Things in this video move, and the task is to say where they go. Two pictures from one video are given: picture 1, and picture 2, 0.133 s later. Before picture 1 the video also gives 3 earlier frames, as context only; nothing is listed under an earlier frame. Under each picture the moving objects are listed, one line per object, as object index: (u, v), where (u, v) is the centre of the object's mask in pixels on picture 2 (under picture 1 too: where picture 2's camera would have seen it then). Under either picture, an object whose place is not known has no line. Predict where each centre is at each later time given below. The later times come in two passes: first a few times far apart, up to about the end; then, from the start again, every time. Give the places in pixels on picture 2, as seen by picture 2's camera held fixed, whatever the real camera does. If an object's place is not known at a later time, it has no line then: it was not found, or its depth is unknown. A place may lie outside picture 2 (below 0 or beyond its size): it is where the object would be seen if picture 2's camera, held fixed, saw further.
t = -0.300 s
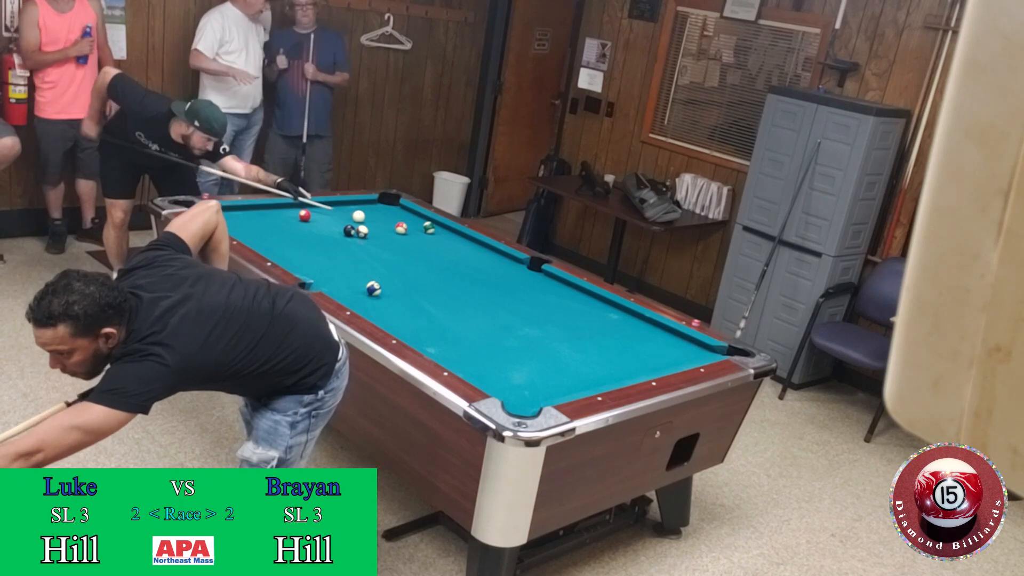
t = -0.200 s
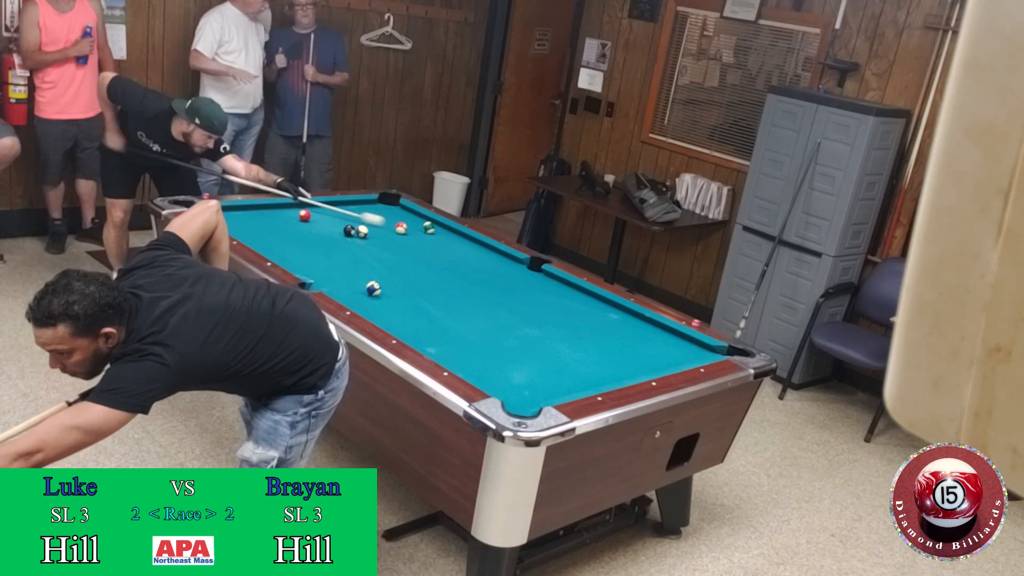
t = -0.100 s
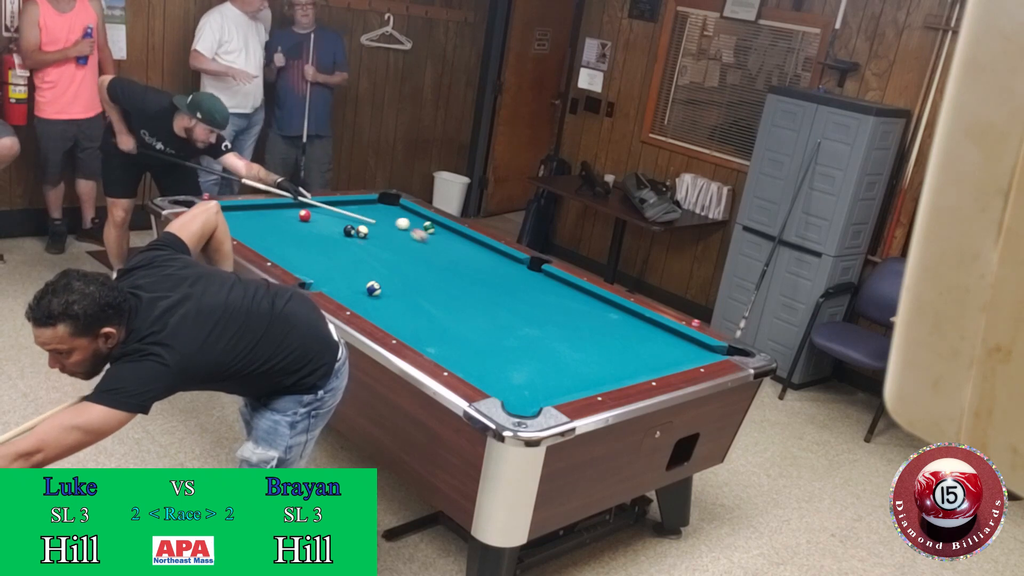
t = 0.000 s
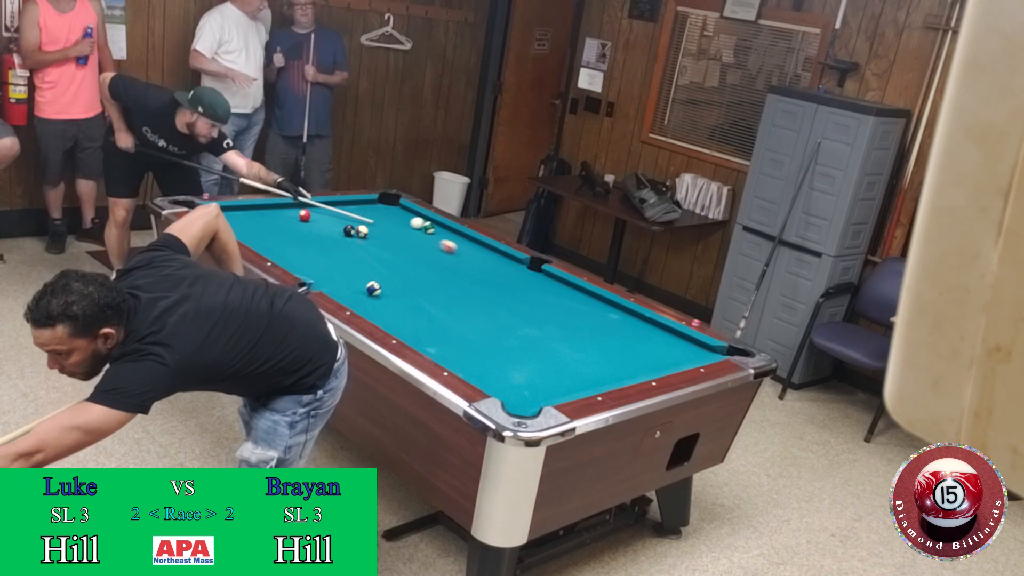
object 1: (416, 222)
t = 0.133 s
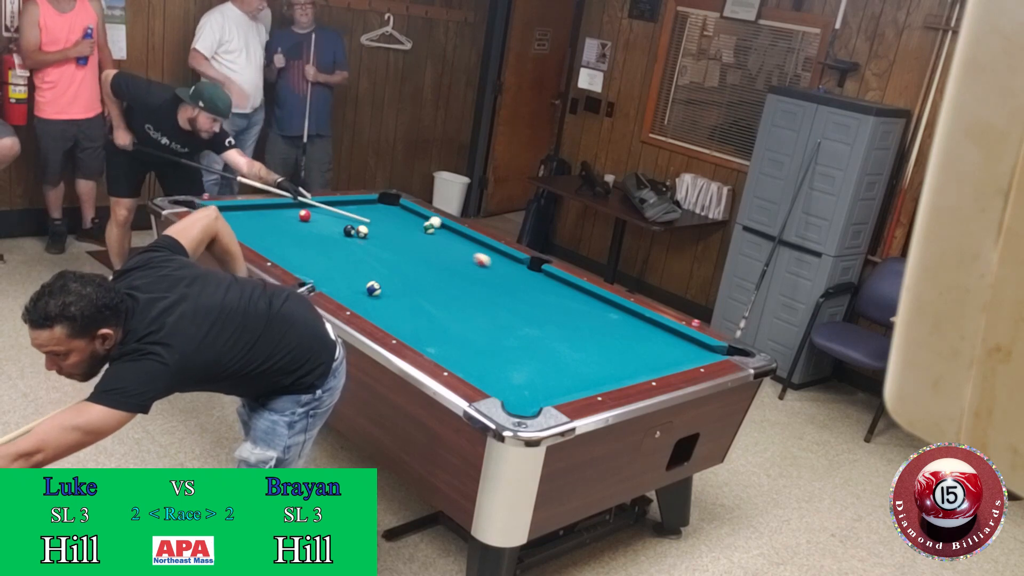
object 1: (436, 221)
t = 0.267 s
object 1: (423, 221)
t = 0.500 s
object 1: (402, 222)
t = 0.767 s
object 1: (379, 222)
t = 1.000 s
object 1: (358, 221)
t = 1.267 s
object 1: (337, 222)
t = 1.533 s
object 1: (316, 224)
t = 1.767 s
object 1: (296, 225)
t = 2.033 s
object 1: (277, 225)
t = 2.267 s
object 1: (260, 225)
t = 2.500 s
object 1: (245, 226)
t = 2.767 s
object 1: (229, 225)
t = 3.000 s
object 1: (235, 226)
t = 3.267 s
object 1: (243, 226)
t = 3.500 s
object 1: (250, 226)
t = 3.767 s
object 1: (256, 226)
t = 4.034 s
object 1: (261, 226)
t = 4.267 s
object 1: (264, 226)
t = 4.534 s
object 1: (266, 226)
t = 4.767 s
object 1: (266, 226)
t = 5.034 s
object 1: (266, 225)
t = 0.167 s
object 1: (434, 221)
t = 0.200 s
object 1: (429, 220)
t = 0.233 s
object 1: (426, 220)
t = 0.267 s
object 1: (423, 221)
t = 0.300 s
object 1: (420, 221)
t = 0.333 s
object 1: (417, 222)
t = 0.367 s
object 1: (414, 222)
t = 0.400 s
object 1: (411, 222)
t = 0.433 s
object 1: (408, 222)
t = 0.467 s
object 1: (405, 222)
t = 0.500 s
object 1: (402, 222)
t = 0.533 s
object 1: (400, 222)
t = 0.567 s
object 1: (397, 222)
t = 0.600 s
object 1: (394, 222)
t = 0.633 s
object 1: (391, 222)
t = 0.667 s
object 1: (388, 222)
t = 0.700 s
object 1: (385, 222)
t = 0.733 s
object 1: (382, 222)
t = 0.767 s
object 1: (379, 222)
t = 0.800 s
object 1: (376, 222)
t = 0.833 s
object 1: (373, 222)
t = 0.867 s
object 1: (371, 222)
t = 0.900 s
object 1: (368, 221)
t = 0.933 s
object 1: (365, 221)
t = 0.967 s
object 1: (362, 220)
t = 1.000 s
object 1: (358, 221)
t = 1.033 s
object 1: (356, 221)
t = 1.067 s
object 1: (354, 221)
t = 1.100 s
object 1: (351, 221)
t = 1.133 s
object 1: (347, 220)
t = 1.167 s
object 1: (344, 221)
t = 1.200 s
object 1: (341, 222)
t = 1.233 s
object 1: (339, 222)
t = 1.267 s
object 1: (337, 222)
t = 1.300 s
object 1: (334, 223)
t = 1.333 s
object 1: (331, 223)
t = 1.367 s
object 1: (329, 223)
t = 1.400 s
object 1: (326, 223)
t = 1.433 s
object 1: (323, 223)
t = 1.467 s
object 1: (321, 223)
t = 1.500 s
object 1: (318, 223)
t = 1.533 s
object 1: (316, 224)
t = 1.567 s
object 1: (313, 224)
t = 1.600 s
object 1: (310, 224)
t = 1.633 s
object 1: (307, 225)
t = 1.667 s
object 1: (305, 225)
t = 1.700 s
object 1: (302, 225)
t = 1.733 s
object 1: (299, 225)
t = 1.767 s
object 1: (296, 225)
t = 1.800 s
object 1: (294, 225)
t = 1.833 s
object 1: (292, 225)
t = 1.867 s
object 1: (289, 225)
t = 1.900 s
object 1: (287, 225)
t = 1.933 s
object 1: (284, 225)
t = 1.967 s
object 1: (282, 225)
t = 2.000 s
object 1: (279, 225)
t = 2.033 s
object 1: (277, 225)
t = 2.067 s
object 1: (274, 225)
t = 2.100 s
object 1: (272, 225)
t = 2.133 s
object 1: (270, 225)
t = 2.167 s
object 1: (267, 225)
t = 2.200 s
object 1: (265, 225)
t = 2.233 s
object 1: (263, 225)
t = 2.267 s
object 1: (260, 225)
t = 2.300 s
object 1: (258, 225)
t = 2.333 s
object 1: (256, 225)
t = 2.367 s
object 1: (254, 225)
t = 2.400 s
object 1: (251, 226)
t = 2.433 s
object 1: (249, 226)
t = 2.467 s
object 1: (247, 226)
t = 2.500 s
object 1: (245, 226)
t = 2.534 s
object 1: (243, 226)
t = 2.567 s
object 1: (240, 226)
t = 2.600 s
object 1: (239, 226)
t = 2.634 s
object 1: (237, 226)
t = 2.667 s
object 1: (235, 226)
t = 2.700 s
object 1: (233, 226)
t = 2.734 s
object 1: (231, 225)
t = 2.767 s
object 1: (229, 225)
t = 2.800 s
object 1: (229, 225)
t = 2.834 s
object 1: (230, 225)
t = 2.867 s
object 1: (231, 225)
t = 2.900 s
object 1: (232, 226)
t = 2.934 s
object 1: (233, 226)
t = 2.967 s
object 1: (234, 226)
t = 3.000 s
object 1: (235, 226)
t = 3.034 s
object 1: (236, 226)
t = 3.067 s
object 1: (237, 226)
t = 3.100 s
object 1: (238, 226)
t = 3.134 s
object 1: (239, 226)
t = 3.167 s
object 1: (240, 226)
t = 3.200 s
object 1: (241, 226)
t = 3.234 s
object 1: (242, 226)
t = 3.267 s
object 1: (243, 226)
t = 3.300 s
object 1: (244, 226)
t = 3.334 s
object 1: (245, 226)
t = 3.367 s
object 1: (246, 226)
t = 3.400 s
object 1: (247, 226)
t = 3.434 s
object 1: (248, 226)
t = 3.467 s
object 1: (249, 226)
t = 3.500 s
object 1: (250, 226)
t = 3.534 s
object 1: (251, 226)
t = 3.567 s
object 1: (252, 225)
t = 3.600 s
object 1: (252, 226)
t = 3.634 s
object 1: (253, 226)
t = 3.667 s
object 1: (254, 226)
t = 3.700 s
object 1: (255, 226)
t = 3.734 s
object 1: (255, 226)
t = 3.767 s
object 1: (256, 226)
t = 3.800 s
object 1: (257, 226)
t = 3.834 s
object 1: (257, 226)
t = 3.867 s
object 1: (258, 226)
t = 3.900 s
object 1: (258, 226)
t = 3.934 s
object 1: (259, 226)
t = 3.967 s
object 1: (260, 226)
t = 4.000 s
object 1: (260, 226)
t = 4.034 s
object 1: (261, 226)
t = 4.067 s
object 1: (261, 226)
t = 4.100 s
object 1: (262, 226)
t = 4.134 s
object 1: (262, 226)
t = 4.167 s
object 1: (262, 226)
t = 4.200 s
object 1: (263, 226)
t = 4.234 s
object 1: (263, 226)
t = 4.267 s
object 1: (264, 226)
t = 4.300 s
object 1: (264, 226)
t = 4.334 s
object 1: (264, 226)
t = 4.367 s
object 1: (265, 226)
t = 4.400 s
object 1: (265, 226)
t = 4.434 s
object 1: (265, 226)
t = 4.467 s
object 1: (265, 226)
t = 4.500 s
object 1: (266, 226)
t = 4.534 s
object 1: (266, 226)
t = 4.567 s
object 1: (266, 226)
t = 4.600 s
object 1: (266, 226)
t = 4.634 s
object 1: (266, 226)
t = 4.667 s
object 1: (266, 226)
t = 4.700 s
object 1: (266, 226)
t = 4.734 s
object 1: (266, 226)
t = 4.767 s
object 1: (266, 226)
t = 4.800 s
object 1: (266, 226)
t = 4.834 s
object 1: (266, 226)
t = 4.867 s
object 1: (266, 226)
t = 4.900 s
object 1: (266, 226)
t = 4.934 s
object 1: (266, 226)
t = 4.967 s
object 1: (266, 226)
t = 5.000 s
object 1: (266, 226)
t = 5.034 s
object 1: (266, 225)
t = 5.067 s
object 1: (266, 225)
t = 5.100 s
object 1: (266, 225)
